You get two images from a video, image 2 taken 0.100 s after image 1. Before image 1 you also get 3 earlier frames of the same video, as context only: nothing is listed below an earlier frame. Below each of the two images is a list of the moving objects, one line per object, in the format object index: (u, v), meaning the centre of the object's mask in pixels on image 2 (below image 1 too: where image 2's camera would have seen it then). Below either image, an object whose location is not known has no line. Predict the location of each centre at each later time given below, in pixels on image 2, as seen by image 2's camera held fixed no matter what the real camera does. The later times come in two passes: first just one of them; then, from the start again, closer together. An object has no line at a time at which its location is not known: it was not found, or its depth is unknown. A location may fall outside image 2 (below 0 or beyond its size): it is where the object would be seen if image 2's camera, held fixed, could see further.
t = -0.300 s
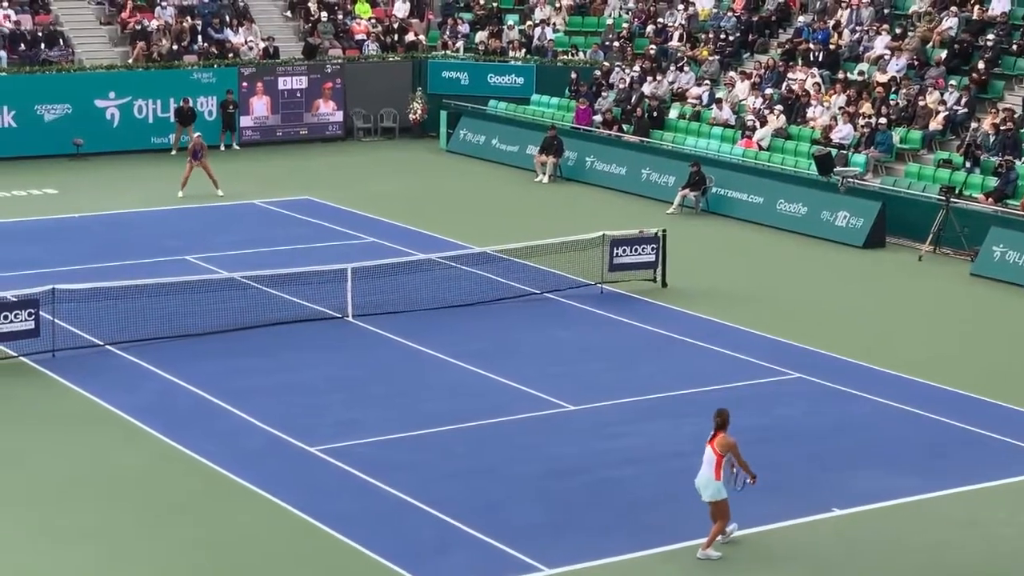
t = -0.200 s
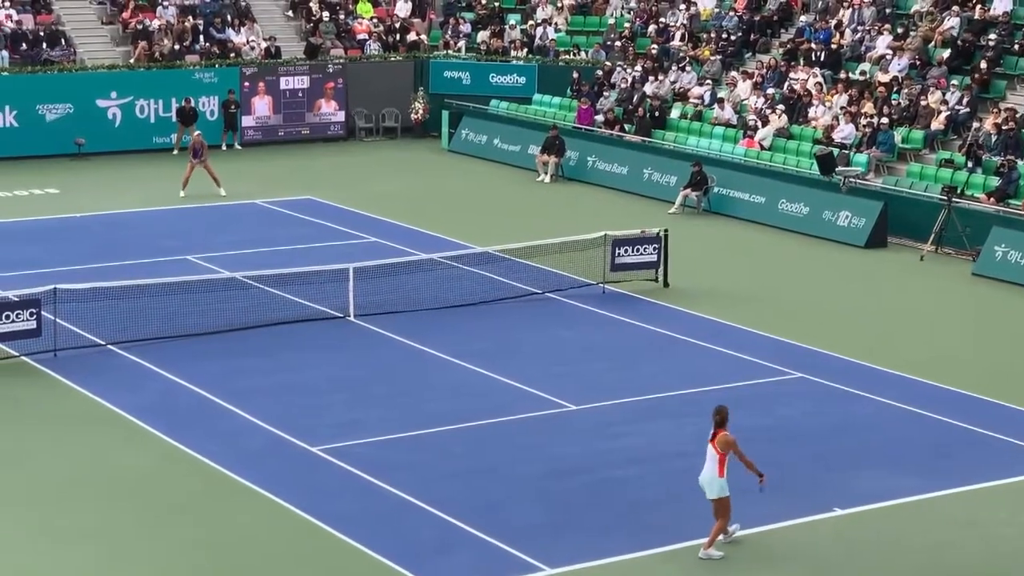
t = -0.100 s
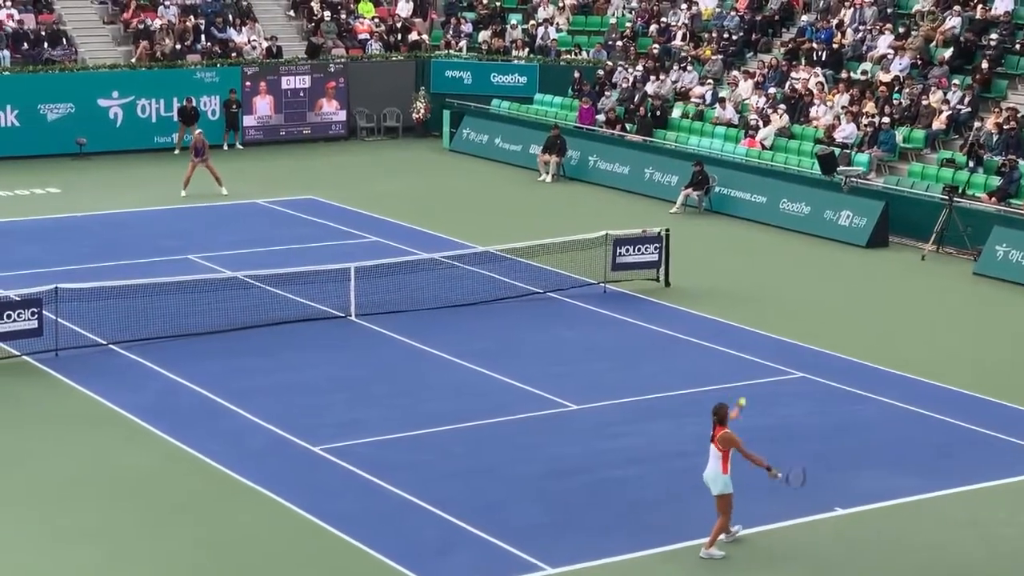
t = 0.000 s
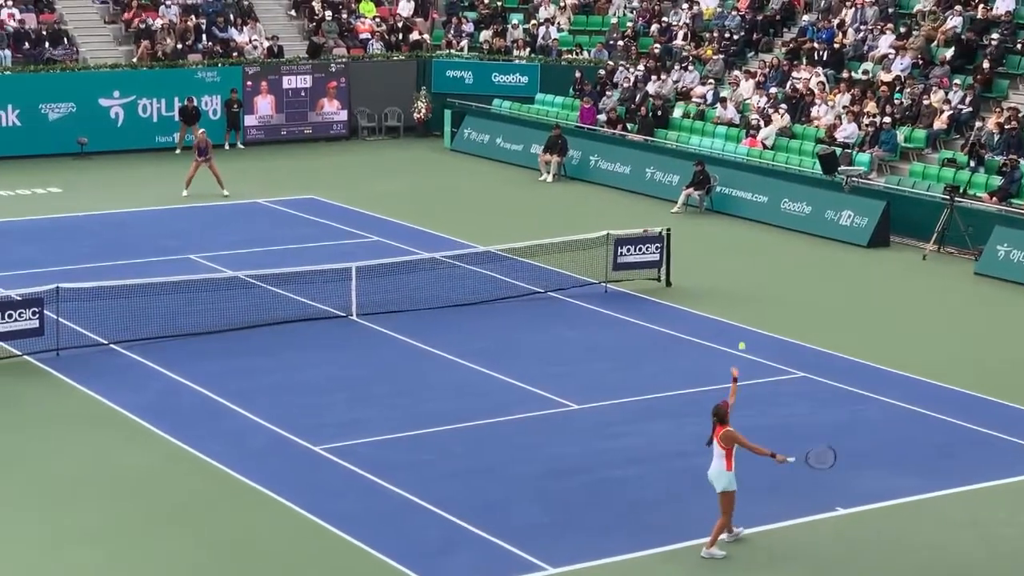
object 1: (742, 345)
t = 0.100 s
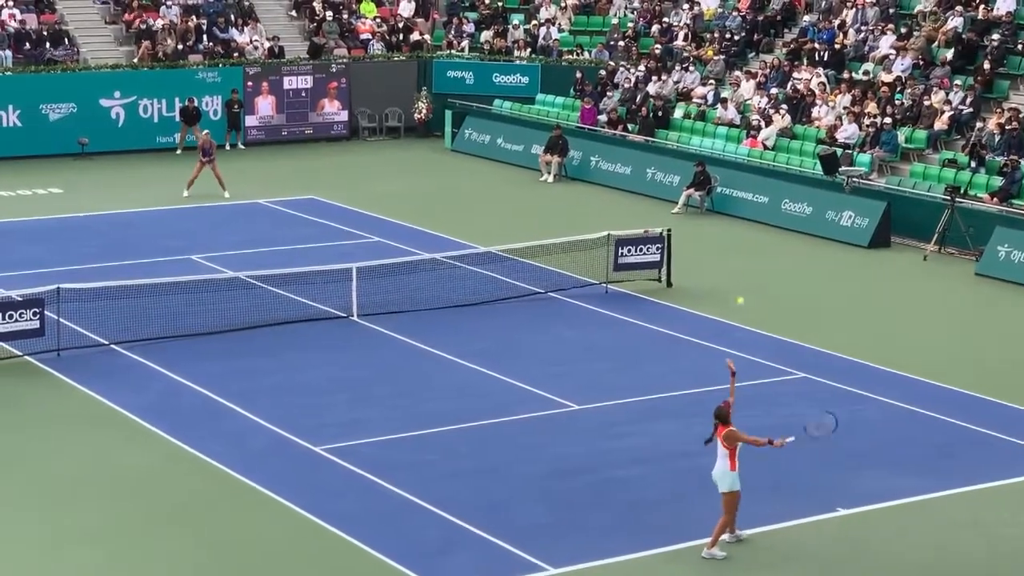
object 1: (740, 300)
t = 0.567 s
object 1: (724, 202)
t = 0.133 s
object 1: (738, 286)
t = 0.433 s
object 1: (729, 211)
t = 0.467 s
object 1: (728, 207)
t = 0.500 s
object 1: (726, 204)
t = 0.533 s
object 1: (725, 203)
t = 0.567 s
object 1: (724, 202)
